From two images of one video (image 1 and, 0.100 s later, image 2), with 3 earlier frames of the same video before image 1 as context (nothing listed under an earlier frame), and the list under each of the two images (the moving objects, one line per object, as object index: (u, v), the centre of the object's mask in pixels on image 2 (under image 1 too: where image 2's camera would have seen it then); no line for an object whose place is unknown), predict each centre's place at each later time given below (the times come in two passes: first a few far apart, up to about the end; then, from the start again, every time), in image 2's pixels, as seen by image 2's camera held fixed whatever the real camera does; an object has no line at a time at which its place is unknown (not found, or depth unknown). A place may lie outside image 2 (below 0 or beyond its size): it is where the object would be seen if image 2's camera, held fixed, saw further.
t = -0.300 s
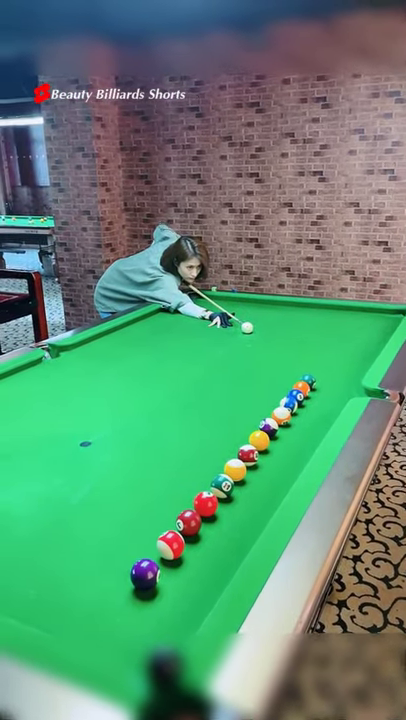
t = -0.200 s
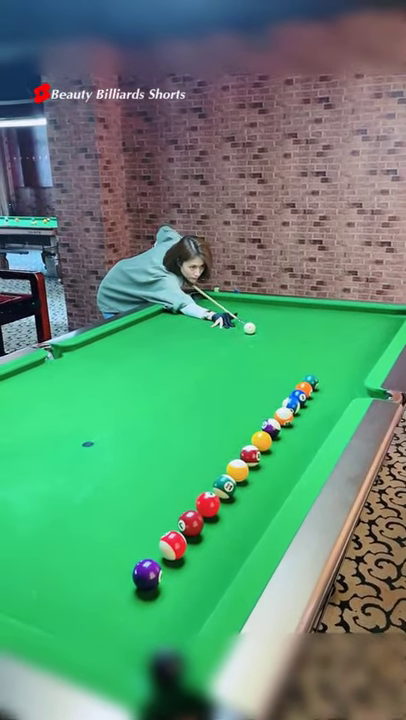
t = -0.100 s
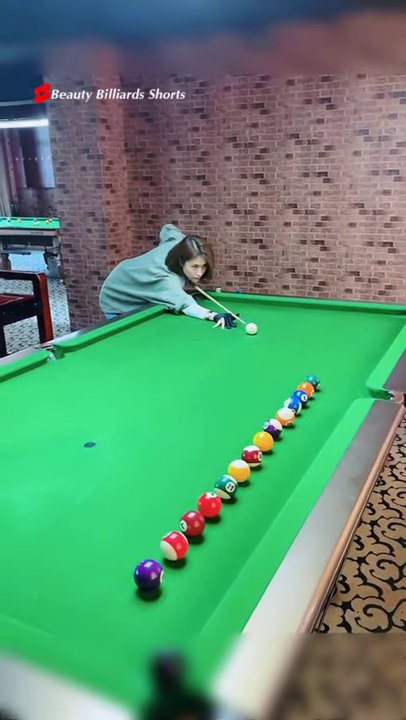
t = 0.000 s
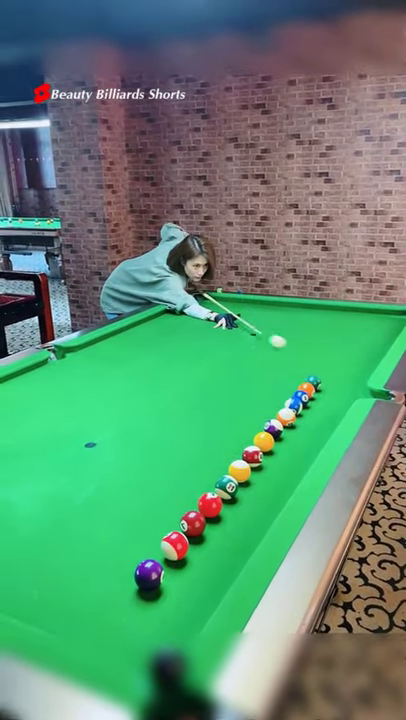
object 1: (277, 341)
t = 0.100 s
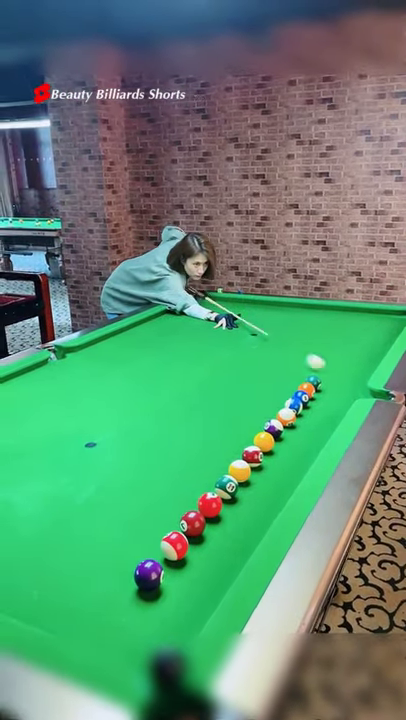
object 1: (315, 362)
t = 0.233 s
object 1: (354, 392)
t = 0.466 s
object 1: (311, 448)
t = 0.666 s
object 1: (260, 517)
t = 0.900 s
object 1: (157, 641)
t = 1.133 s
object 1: (83, 607)
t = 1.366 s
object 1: (46, 555)
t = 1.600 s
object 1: (18, 515)
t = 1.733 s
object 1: (10, 496)
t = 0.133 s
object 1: (329, 370)
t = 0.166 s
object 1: (344, 378)
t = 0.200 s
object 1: (358, 386)
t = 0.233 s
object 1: (354, 392)
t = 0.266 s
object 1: (347, 398)
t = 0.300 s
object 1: (341, 406)
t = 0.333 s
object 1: (335, 413)
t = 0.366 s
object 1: (330, 421)
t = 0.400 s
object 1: (325, 430)
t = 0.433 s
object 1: (318, 438)
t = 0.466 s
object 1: (311, 448)
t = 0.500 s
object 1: (304, 458)
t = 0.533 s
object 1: (297, 468)
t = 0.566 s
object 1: (288, 479)
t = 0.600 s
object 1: (279, 491)
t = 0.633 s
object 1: (270, 504)
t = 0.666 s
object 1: (260, 517)
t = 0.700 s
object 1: (248, 533)
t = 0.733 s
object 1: (236, 549)
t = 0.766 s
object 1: (223, 567)
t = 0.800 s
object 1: (208, 587)
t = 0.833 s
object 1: (192, 609)
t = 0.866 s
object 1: (174, 631)
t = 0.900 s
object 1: (157, 641)
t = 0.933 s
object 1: (141, 642)
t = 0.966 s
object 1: (125, 645)
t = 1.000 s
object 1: (109, 645)
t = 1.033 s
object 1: (101, 636)
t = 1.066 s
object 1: (95, 624)
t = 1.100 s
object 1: (89, 616)
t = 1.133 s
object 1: (83, 607)
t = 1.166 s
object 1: (77, 599)
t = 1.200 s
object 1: (71, 591)
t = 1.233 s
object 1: (66, 583)
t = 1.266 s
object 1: (60, 575)
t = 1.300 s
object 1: (55, 568)
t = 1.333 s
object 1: (51, 561)
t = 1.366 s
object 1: (46, 555)
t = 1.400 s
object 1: (42, 548)
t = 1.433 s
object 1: (37, 542)
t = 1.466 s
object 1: (33, 536)
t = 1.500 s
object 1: (29, 531)
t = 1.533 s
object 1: (26, 525)
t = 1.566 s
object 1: (22, 520)
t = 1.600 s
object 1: (18, 515)
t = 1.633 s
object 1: (16, 510)
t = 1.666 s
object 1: (14, 505)
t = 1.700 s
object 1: (12, 500)
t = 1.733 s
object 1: (10, 496)
